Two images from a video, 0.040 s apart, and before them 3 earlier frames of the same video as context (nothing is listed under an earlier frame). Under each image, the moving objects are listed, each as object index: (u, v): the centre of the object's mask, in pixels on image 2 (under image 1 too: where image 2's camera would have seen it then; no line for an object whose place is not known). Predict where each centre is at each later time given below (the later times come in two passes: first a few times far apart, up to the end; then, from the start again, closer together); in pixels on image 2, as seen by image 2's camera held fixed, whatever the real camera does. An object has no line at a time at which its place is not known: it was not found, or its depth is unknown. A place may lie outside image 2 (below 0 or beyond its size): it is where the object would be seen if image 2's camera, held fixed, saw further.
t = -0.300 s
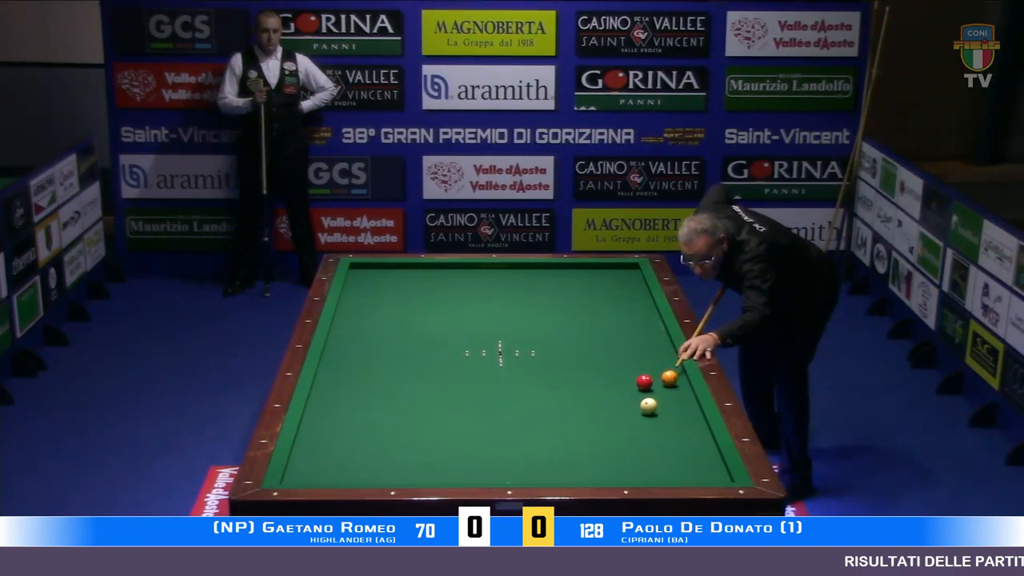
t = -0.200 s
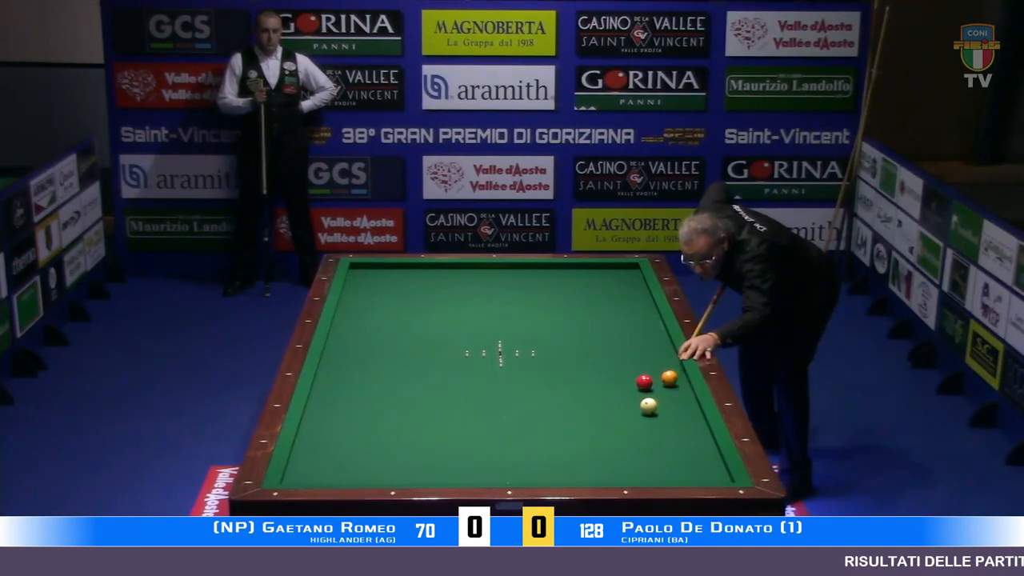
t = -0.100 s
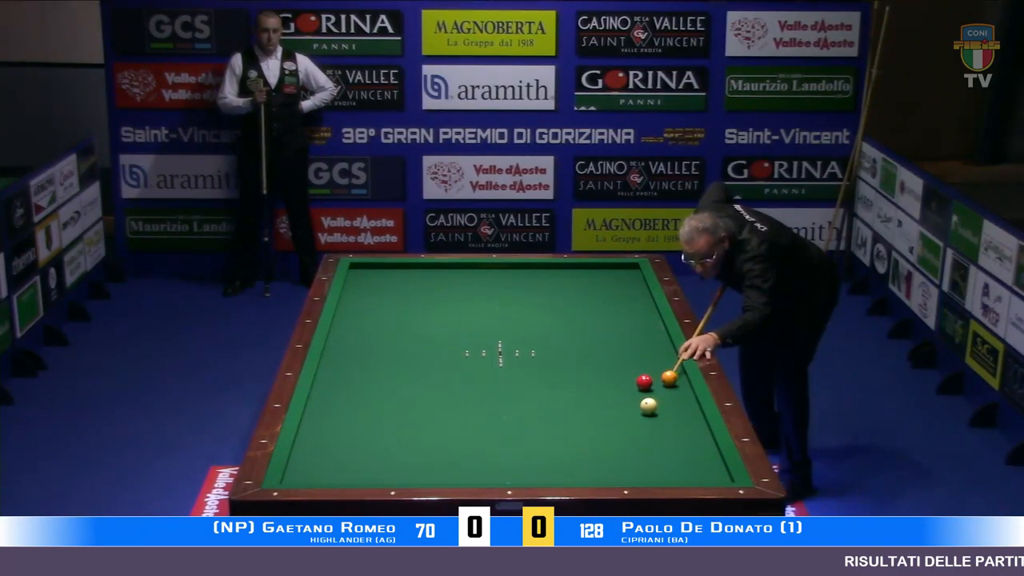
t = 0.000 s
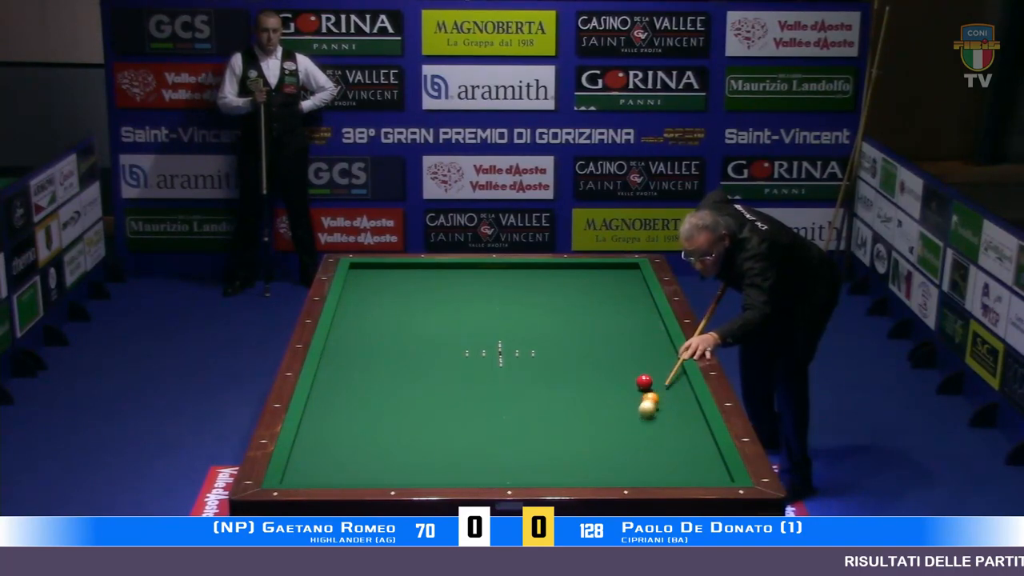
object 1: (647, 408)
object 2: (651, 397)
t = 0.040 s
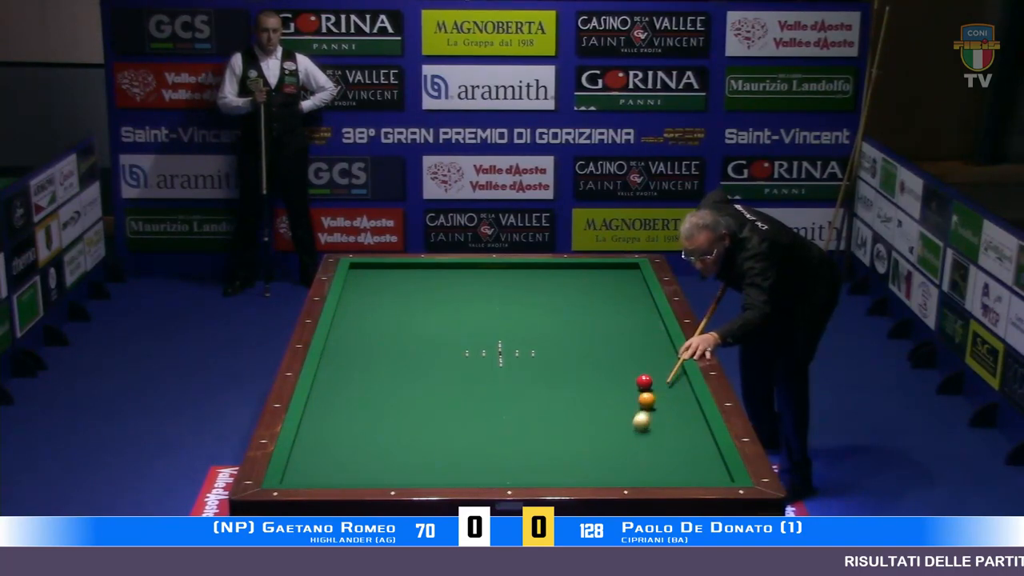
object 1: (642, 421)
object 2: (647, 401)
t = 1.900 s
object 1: (464, 273)
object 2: (569, 355)
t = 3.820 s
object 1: (446, 389)
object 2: (524, 322)
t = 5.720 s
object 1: (428, 444)
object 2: (500, 303)
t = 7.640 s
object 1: (425, 379)
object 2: (488, 293)
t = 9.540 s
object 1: (421, 339)
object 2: (486, 291)
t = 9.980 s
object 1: (420, 333)
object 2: (486, 291)
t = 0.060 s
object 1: (638, 427)
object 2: (644, 401)
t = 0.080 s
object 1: (636, 434)
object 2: (643, 401)
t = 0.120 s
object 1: (629, 447)
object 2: (639, 400)
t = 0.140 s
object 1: (626, 454)
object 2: (638, 400)
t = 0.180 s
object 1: (620, 468)
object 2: (635, 399)
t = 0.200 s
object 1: (617, 474)
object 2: (634, 399)
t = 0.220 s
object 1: (612, 477)
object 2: (633, 398)
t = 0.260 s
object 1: (605, 469)
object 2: (631, 397)
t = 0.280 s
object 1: (602, 464)
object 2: (630, 396)
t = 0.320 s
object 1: (596, 453)
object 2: (628, 395)
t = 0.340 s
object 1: (592, 448)
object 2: (627, 395)
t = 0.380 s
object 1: (587, 438)
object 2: (625, 393)
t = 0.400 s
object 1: (583, 434)
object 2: (624, 393)
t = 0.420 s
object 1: (580, 429)
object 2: (624, 392)
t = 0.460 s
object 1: (575, 421)
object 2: (622, 391)
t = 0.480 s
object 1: (572, 417)
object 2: (621, 390)
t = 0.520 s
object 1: (567, 409)
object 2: (619, 389)
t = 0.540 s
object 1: (564, 406)
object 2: (618, 389)
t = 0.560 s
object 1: (562, 402)
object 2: (618, 388)
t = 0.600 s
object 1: (557, 395)
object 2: (616, 387)
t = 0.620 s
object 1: (555, 392)
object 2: (615, 386)
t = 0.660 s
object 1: (551, 386)
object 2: (613, 385)
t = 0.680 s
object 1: (549, 383)
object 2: (612, 385)
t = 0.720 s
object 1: (545, 378)
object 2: (611, 383)
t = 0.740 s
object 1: (543, 375)
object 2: (610, 383)
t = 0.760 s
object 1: (541, 372)
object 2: (609, 382)
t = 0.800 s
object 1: (537, 367)
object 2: (608, 381)
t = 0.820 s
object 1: (535, 364)
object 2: (607, 381)
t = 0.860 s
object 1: (531, 359)
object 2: (605, 379)
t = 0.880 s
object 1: (529, 356)
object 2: (604, 379)
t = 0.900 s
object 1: (527, 354)
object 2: (603, 378)
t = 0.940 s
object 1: (524, 348)
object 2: (602, 377)
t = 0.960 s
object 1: (522, 346)
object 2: (601, 377)
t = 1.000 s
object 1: (519, 341)
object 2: (600, 376)
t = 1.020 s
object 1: (517, 339)
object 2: (599, 375)
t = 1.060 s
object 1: (514, 334)
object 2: (597, 374)
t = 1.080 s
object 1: (512, 332)
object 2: (596, 374)
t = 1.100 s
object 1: (510, 329)
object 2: (596, 373)
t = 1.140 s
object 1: (507, 325)
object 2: (594, 372)
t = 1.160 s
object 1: (506, 322)
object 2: (593, 372)
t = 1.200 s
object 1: (502, 318)
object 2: (592, 371)
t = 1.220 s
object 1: (501, 316)
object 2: (591, 370)
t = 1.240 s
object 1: (499, 314)
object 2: (591, 370)
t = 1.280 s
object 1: (496, 310)
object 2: (589, 369)
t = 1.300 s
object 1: (495, 308)
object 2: (588, 368)
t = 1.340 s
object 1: (492, 303)
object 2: (587, 367)
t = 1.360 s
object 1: (491, 301)
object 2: (586, 367)
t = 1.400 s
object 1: (488, 298)
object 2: (585, 366)
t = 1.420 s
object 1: (486, 296)
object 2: (584, 365)
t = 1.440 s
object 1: (485, 294)
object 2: (584, 365)
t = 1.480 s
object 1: (483, 290)
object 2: (582, 364)
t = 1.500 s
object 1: (481, 288)
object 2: (581, 363)
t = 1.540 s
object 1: (479, 284)
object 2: (580, 362)
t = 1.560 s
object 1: (477, 282)
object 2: (579, 362)
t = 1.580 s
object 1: (476, 281)
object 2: (579, 362)
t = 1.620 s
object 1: (473, 277)
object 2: (578, 361)
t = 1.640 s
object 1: (473, 275)
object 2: (577, 360)
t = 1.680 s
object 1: (470, 272)
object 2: (576, 359)
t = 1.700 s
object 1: (469, 270)
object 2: (575, 359)
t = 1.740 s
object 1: (466, 267)
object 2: (574, 358)
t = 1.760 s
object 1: (465, 265)
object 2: (573, 358)
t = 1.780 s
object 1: (465, 265)
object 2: (573, 357)
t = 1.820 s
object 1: (465, 268)
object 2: (571, 356)
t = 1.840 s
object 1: (465, 270)
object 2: (571, 356)
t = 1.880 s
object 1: (464, 272)
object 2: (569, 355)
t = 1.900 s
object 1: (464, 273)
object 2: (569, 355)
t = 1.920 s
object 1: (464, 275)
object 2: (568, 354)
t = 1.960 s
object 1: (464, 277)
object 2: (567, 353)
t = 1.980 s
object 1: (464, 279)
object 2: (566, 353)
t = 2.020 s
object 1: (464, 281)
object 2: (565, 352)
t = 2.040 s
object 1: (464, 282)
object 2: (564, 352)
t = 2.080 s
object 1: (463, 284)
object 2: (563, 351)
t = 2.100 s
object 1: (463, 286)
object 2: (563, 351)
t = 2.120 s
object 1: (463, 287)
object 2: (562, 350)
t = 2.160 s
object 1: (463, 289)
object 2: (561, 349)
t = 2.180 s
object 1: (462, 290)
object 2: (561, 349)
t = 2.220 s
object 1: (462, 292)
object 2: (559, 348)
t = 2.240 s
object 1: (462, 293)
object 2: (559, 348)
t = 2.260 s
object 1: (462, 294)
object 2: (558, 347)
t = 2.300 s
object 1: (462, 296)
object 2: (557, 347)
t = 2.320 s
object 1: (462, 297)
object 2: (557, 346)
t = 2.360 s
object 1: (461, 299)
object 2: (556, 346)
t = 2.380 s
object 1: (461, 300)
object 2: (555, 345)
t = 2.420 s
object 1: (461, 302)
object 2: (554, 344)
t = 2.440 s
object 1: (460, 303)
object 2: (553, 344)
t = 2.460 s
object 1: (460, 304)
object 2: (553, 344)
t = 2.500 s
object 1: (460, 306)
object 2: (552, 343)
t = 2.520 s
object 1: (460, 307)
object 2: (551, 342)
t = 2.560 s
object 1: (460, 310)
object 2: (550, 342)
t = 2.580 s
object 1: (459, 311)
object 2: (550, 341)
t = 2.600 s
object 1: (459, 312)
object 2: (549, 341)
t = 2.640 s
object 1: (459, 314)
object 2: (548, 340)
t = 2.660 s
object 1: (459, 315)
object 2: (548, 340)
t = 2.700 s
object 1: (458, 317)
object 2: (547, 339)
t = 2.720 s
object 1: (458, 318)
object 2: (546, 339)
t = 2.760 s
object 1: (458, 320)
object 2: (545, 338)
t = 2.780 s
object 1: (458, 322)
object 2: (545, 338)
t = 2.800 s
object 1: (457, 323)
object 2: (545, 338)
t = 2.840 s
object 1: (457, 325)
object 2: (543, 337)
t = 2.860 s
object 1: (457, 326)
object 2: (543, 337)
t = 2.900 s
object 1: (456, 329)
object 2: (542, 336)
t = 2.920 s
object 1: (456, 330)
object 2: (542, 336)
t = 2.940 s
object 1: (456, 331)
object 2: (541, 335)
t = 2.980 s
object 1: (456, 334)
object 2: (540, 335)
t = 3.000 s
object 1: (455, 335)
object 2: (540, 334)
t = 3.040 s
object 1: (455, 337)
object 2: (539, 334)
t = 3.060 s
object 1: (455, 338)
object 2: (539, 333)
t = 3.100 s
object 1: (454, 341)
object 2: (538, 333)
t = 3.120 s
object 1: (454, 342)
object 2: (537, 332)
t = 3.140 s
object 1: (454, 343)
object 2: (537, 332)
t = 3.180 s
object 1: (454, 346)
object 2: (536, 331)
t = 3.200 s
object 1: (453, 347)
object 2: (536, 331)
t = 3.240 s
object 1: (453, 349)
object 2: (535, 331)
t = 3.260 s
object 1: (453, 351)
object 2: (534, 330)
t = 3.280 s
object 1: (452, 352)
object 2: (534, 330)
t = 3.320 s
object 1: (452, 355)
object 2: (533, 329)
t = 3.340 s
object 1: (452, 356)
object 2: (533, 329)
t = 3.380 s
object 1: (452, 358)
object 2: (532, 328)
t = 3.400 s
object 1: (451, 360)
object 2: (532, 328)
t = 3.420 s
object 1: (451, 361)
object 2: (531, 328)
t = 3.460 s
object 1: (451, 364)
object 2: (530, 327)
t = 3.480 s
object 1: (450, 365)
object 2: (530, 327)
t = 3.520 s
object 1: (450, 368)
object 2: (529, 326)
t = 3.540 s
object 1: (450, 369)
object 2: (529, 326)
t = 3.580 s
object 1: (449, 372)
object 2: (528, 326)
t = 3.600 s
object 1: (449, 373)
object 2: (528, 325)
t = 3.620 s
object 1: (448, 375)
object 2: (527, 325)
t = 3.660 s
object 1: (448, 377)
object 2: (527, 324)
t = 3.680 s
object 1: (448, 379)
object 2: (526, 324)
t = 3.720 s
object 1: (447, 381)
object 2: (525, 324)
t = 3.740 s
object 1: (447, 383)
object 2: (525, 323)
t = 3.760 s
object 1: (447, 384)
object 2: (525, 323)
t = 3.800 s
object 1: (446, 387)
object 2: (524, 323)
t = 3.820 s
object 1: (446, 389)
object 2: (524, 322)
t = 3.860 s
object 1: (446, 391)
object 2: (523, 322)
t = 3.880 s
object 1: (446, 393)
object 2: (523, 322)
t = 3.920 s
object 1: (445, 396)
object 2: (522, 321)
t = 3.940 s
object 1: (445, 397)
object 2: (522, 321)
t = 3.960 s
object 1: (444, 399)
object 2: (522, 321)
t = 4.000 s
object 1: (444, 401)
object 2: (521, 320)
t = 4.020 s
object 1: (444, 403)
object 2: (521, 320)
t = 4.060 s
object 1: (443, 406)
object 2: (520, 319)
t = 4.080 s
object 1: (443, 407)
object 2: (520, 319)
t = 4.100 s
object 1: (443, 409)
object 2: (519, 319)
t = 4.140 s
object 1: (442, 412)
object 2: (519, 318)
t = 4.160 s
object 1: (442, 414)
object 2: (518, 318)
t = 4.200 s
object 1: (441, 416)
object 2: (518, 318)
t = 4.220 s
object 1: (441, 418)
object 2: (518, 317)
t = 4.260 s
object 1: (440, 421)
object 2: (517, 317)
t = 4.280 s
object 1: (440, 423)
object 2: (517, 317)
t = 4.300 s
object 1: (440, 424)
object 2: (516, 316)
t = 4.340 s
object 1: (439, 428)
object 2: (516, 316)
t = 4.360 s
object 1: (439, 429)
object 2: (515, 316)
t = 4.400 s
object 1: (438, 433)
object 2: (515, 315)
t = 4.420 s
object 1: (438, 434)
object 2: (514, 315)
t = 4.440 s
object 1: (438, 436)
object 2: (514, 315)
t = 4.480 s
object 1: (437, 439)
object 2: (514, 314)
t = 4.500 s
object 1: (437, 441)
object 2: (514, 314)
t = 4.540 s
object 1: (436, 445)
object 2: (513, 314)
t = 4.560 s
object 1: (436, 446)
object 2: (513, 313)
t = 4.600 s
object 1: (435, 449)
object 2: (512, 313)
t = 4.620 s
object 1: (435, 451)
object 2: (512, 313)
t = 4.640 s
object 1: (435, 453)
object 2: (512, 313)
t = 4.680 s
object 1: (434, 456)
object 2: (511, 312)
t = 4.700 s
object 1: (434, 458)
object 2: (511, 312)
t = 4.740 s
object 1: (433, 461)
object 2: (510, 312)
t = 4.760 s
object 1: (432, 463)
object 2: (510, 311)
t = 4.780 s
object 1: (432, 465)
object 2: (510, 311)
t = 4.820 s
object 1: (432, 469)
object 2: (509, 311)
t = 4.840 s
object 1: (431, 470)
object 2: (509, 310)
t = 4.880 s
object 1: (431, 473)
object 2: (509, 310)
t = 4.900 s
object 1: (430, 474)
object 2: (508, 310)
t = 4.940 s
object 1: (430, 477)
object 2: (508, 310)
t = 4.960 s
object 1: (429, 478)
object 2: (508, 309)
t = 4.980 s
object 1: (429, 478)
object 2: (507, 309)
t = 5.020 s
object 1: (429, 476)
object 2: (507, 309)
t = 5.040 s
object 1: (429, 476)
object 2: (507, 309)
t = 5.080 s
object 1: (429, 474)
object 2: (506, 308)
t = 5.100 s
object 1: (429, 474)
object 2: (506, 308)
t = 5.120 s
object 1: (429, 473)
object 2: (506, 308)
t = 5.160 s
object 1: (429, 470)
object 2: (505, 308)
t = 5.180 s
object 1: (429, 470)
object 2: (505, 307)
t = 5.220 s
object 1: (429, 468)
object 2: (504, 307)
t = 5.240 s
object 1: (429, 466)
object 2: (504, 307)
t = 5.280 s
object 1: (429, 464)
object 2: (504, 307)
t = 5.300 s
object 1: (429, 464)
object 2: (504, 306)
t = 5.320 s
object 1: (429, 462)
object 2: (504, 306)
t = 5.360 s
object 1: (429, 461)
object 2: (503, 306)
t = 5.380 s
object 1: (429, 460)
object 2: (503, 306)
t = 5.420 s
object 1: (428, 458)
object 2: (502, 305)
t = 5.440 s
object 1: (428, 457)
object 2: (502, 305)
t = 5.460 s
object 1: (428, 456)
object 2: (502, 305)
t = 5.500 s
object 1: (428, 454)
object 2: (502, 305)
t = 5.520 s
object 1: (428, 453)
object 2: (502, 305)
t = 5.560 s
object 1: (428, 451)
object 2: (501, 304)
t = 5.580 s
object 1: (428, 451)
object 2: (501, 304)
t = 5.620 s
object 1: (428, 449)
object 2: (501, 304)
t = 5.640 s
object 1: (428, 448)
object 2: (500, 304)
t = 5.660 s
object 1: (428, 447)
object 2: (500, 304)
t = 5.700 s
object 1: (428, 445)
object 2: (500, 303)
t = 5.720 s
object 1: (428, 444)
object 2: (500, 303)
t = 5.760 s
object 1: (428, 442)
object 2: (499, 303)
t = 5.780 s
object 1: (428, 442)
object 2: (499, 303)
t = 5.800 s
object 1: (428, 441)
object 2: (499, 302)
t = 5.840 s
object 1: (428, 439)
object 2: (499, 302)
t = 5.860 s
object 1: (428, 438)
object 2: (498, 302)
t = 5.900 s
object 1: (428, 437)
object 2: (498, 302)
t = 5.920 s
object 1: (428, 436)
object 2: (498, 302)
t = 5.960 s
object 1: (428, 434)
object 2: (498, 301)
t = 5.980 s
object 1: (428, 433)
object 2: (497, 301)
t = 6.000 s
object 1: (428, 432)
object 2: (497, 301)
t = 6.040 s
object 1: (428, 431)
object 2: (497, 301)
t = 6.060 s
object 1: (428, 430)
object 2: (497, 300)
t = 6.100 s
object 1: (428, 428)
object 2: (497, 300)
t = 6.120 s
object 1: (428, 428)
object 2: (496, 300)
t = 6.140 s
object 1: (427, 427)
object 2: (496, 300)
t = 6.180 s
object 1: (427, 425)
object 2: (496, 300)
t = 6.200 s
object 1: (427, 425)
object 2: (496, 299)
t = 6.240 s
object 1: (427, 423)
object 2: (495, 299)
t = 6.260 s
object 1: (427, 422)
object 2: (495, 299)
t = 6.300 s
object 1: (427, 421)
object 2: (495, 299)
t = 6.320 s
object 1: (427, 420)
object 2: (495, 299)
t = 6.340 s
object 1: (427, 420)
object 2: (495, 299)
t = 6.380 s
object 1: (427, 418)
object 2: (494, 298)
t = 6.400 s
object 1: (427, 417)
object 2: (494, 298)
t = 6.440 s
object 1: (427, 416)
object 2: (494, 298)
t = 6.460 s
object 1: (427, 415)
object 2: (494, 298)
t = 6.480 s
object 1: (427, 414)
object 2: (494, 298)
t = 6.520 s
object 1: (427, 413)
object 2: (493, 298)
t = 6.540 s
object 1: (427, 412)
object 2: (493, 297)
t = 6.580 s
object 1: (427, 411)
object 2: (493, 297)
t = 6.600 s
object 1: (427, 410)
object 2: (493, 297)
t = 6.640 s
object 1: (427, 408)
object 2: (493, 297)
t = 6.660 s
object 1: (426, 408)
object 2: (493, 297)
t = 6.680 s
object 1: (426, 407)
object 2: (492, 297)
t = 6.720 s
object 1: (426, 406)
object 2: (492, 296)
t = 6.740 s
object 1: (426, 405)
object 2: (492, 297)
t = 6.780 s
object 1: (426, 404)
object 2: (492, 296)
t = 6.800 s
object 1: (426, 403)
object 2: (492, 296)
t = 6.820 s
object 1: (426, 403)
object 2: (492, 296)
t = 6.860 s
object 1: (426, 401)
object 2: (491, 296)
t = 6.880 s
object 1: (426, 401)
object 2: (491, 296)
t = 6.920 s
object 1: (426, 399)
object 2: (491, 296)
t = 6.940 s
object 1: (426, 399)
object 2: (491, 296)
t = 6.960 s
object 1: (426, 398)
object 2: (491, 295)
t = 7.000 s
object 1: (426, 397)
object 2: (491, 295)
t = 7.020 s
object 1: (426, 396)
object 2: (491, 295)
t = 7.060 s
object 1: (426, 395)
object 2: (490, 295)
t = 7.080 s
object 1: (426, 395)
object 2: (490, 295)
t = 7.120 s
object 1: (426, 393)
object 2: (490, 295)
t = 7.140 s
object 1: (426, 393)
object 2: (490, 295)
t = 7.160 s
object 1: (426, 392)
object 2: (490, 295)
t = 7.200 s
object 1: (426, 391)
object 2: (490, 294)
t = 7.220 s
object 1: (425, 390)
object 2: (490, 294)
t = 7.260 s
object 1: (425, 389)
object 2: (489, 294)
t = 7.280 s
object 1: (425, 389)
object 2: (489, 294)
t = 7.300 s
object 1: (425, 388)
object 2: (489, 294)
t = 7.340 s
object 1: (425, 387)
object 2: (489, 294)
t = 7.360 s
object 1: (425, 386)
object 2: (489, 294)
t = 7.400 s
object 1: (425, 385)
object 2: (489, 294)
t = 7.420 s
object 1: (425, 385)
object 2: (489, 294)
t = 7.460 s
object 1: (425, 383)
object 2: (489, 293)
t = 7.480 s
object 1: (425, 383)
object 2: (489, 293)
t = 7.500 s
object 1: (425, 382)
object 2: (488, 293)
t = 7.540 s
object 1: (425, 381)
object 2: (488, 293)
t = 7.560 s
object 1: (425, 381)
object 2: (488, 293)
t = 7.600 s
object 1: (425, 380)
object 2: (488, 293)
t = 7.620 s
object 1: (425, 379)
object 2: (488, 293)
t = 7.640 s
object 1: (425, 379)
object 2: (488, 293)
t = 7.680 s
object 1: (425, 378)
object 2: (488, 293)
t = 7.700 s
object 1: (425, 377)
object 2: (488, 293)
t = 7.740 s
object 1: (425, 376)
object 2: (488, 293)
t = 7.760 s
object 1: (425, 376)
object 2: (488, 292)
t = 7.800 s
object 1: (425, 375)
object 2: (487, 292)
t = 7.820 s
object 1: (425, 374)
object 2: (488, 292)
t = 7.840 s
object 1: (425, 374)
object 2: (487, 292)
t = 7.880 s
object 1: (425, 373)
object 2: (487, 292)
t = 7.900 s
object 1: (424, 372)
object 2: (487, 292)
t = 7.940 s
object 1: (425, 371)
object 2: (487, 292)
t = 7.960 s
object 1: (425, 371)
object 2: (487, 292)
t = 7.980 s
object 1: (425, 370)
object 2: (487, 292)
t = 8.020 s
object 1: (424, 369)
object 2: (487, 292)
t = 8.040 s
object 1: (424, 369)
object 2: (487, 292)
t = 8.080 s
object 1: (424, 368)
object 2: (487, 292)
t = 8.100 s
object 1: (424, 368)
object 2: (487, 292)
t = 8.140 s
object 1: (424, 367)
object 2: (487, 292)
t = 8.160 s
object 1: (424, 366)
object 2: (487, 292)
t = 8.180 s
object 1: (424, 366)
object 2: (487, 292)
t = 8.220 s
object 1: (424, 365)
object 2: (487, 292)
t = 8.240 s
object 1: (424, 364)
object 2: (487, 291)
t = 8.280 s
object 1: (424, 363)
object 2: (487, 291)
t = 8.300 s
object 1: (424, 363)
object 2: (487, 291)
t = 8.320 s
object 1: (424, 362)
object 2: (487, 291)
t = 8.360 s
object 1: (424, 361)
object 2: (487, 291)
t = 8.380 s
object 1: (423, 361)
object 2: (486, 291)
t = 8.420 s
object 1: (423, 360)
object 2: (486, 291)
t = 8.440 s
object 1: (423, 360)
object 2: (486, 291)
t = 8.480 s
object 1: (423, 359)
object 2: (487, 291)
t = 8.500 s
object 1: (423, 359)
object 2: (486, 291)
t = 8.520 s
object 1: (423, 358)
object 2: (486, 291)
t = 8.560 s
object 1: (423, 358)
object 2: (486, 291)
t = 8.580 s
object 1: (423, 357)
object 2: (486, 291)
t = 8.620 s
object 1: (423, 356)
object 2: (486, 291)
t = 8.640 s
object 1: (423, 355)
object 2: (486, 291)
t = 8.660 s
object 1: (423, 355)
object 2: (486, 291)
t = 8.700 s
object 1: (423, 355)
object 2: (486, 291)
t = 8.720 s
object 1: (423, 354)
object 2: (486, 290)
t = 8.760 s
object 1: (423, 353)
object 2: (486, 290)
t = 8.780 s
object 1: (423, 353)
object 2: (486, 291)
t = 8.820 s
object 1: (423, 352)
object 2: (486, 291)
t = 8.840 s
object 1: (423, 352)
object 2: (486, 291)
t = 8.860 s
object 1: (423, 351)
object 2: (486, 291)
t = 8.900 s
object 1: (423, 350)
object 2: (486, 290)
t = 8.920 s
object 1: (422, 350)
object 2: (486, 291)
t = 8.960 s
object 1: (422, 350)
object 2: (486, 291)
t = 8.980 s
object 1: (422, 349)
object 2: (486, 291)
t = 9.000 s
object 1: (422, 349)
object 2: (486, 291)
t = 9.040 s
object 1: (422, 348)
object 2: (486, 291)
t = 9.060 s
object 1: (422, 347)
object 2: (486, 291)
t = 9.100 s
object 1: (422, 347)
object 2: (486, 291)
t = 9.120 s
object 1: (422, 347)
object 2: (486, 290)
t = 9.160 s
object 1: (422, 346)
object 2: (486, 291)
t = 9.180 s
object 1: (422, 345)
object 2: (486, 291)
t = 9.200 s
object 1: (422, 345)
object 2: (486, 291)
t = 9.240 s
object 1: (422, 344)
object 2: (486, 291)
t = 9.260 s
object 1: (422, 344)
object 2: (486, 291)
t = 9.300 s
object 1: (422, 343)
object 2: (486, 291)
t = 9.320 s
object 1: (422, 343)
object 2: (486, 291)
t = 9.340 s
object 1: (421, 343)
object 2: (486, 291)
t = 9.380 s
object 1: (421, 342)
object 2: (486, 291)
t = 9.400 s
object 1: (421, 342)
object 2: (486, 291)
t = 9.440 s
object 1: (421, 341)
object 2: (486, 291)
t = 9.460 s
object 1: (421, 341)
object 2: (486, 291)
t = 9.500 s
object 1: (421, 340)
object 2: (486, 291)
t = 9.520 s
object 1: (421, 340)
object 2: (486, 291)
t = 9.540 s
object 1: (421, 339)
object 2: (486, 291)
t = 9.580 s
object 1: (421, 339)
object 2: (486, 291)
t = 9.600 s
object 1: (421, 339)
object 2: (486, 291)
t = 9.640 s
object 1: (421, 338)
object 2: (486, 291)
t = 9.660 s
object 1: (421, 337)
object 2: (486, 291)
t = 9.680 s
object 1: (421, 337)
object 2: (486, 291)
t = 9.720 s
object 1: (421, 336)
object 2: (486, 291)
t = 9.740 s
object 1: (420, 336)
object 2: (486, 291)
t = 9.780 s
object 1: (420, 336)
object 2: (486, 291)
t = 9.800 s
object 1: (420, 335)
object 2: (486, 291)
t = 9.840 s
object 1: (420, 335)
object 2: (486, 291)
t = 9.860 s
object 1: (420, 335)
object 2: (486, 291)
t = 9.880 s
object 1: (420, 334)
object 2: (486, 291)
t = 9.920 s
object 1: (420, 334)
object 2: (486, 291)
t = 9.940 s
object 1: (420, 333)
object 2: (486, 291)
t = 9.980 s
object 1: (420, 333)
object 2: (486, 291)
